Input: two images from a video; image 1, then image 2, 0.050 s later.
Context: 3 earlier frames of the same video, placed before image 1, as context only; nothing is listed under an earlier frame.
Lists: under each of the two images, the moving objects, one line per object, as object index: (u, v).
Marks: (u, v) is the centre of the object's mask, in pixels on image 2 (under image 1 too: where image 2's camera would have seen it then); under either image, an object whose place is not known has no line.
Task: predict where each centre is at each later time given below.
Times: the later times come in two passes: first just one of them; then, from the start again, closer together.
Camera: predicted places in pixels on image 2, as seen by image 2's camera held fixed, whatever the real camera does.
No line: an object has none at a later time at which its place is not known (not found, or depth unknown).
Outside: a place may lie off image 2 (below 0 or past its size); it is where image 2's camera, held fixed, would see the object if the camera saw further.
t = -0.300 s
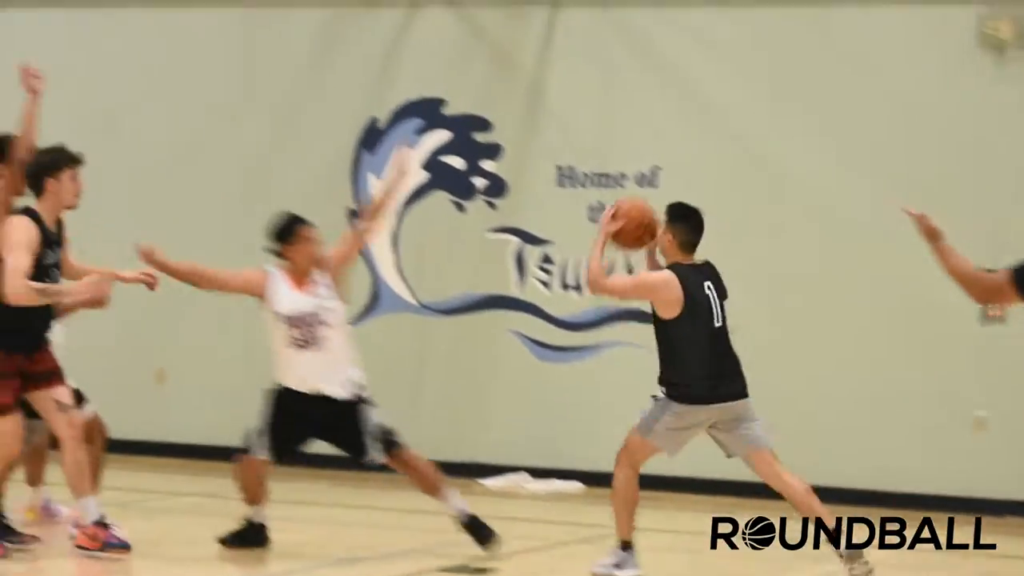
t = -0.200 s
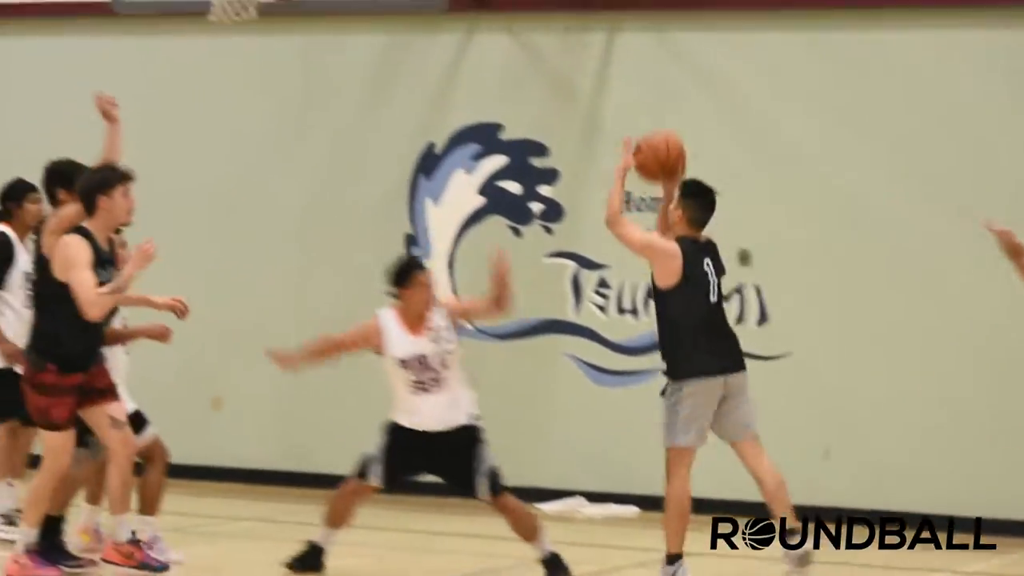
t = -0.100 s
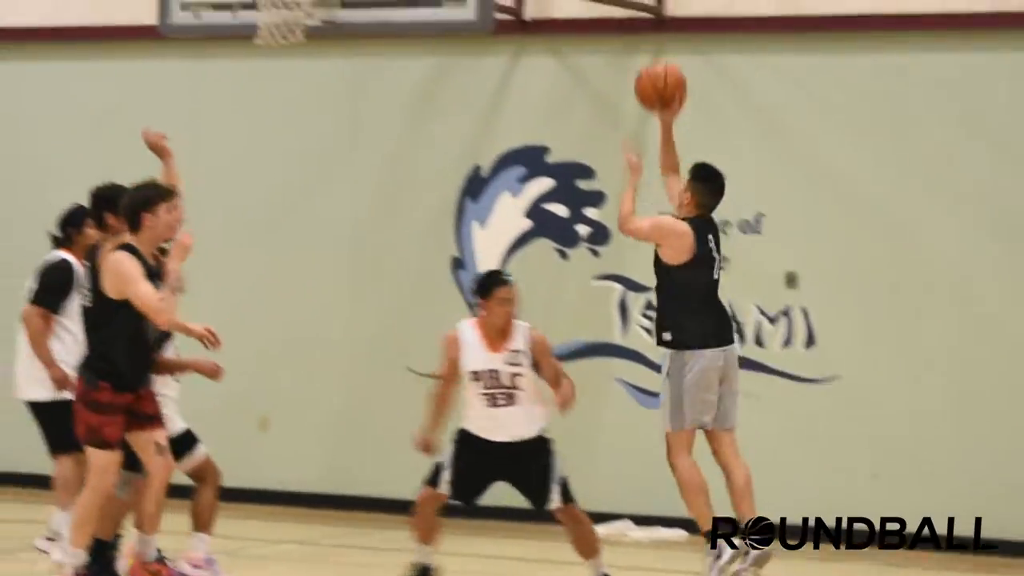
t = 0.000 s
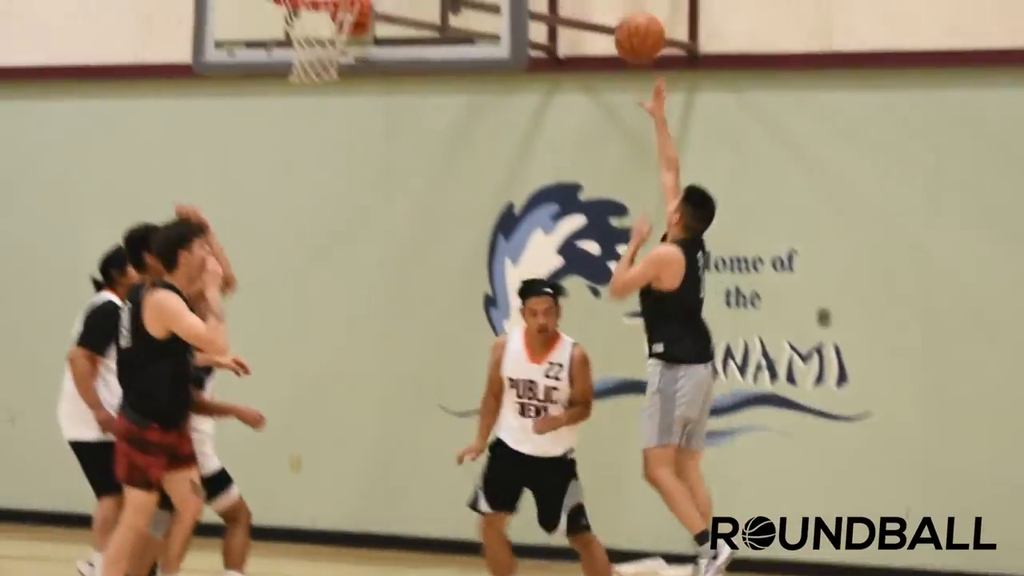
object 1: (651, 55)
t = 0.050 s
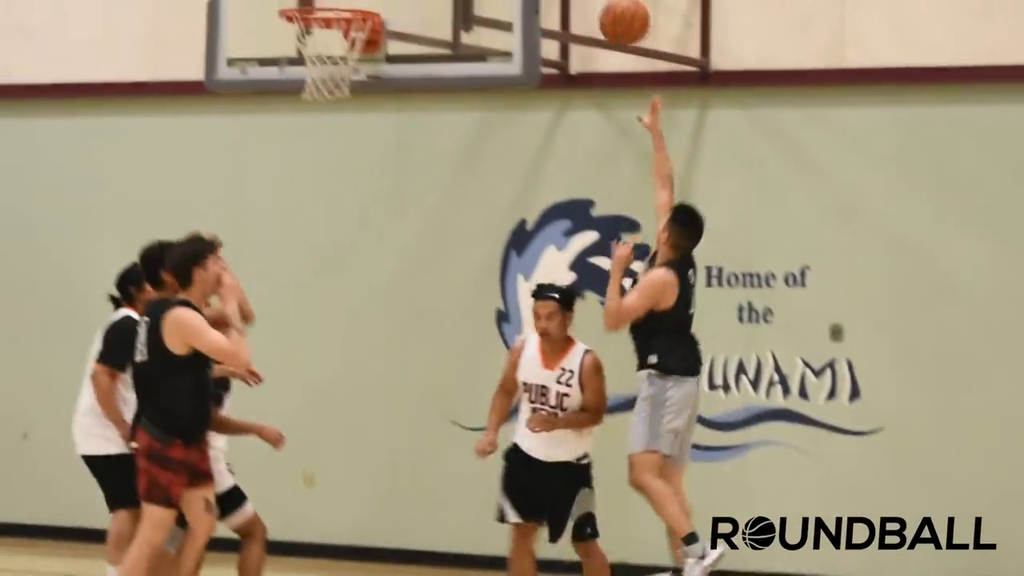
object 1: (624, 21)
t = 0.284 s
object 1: (502, -45)
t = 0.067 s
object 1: (615, 15)
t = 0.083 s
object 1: (606, 8)
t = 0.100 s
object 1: (597, 2)
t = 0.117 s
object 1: (588, -3)
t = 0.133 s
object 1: (579, -7)
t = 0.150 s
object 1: (570, -12)
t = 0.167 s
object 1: (561, -15)
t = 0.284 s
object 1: (502, -45)
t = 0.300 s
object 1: (493, -51)
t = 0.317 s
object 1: (484, -56)
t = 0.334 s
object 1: (476, -61)
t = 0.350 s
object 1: (467, -65)
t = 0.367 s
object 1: (458, -65)
